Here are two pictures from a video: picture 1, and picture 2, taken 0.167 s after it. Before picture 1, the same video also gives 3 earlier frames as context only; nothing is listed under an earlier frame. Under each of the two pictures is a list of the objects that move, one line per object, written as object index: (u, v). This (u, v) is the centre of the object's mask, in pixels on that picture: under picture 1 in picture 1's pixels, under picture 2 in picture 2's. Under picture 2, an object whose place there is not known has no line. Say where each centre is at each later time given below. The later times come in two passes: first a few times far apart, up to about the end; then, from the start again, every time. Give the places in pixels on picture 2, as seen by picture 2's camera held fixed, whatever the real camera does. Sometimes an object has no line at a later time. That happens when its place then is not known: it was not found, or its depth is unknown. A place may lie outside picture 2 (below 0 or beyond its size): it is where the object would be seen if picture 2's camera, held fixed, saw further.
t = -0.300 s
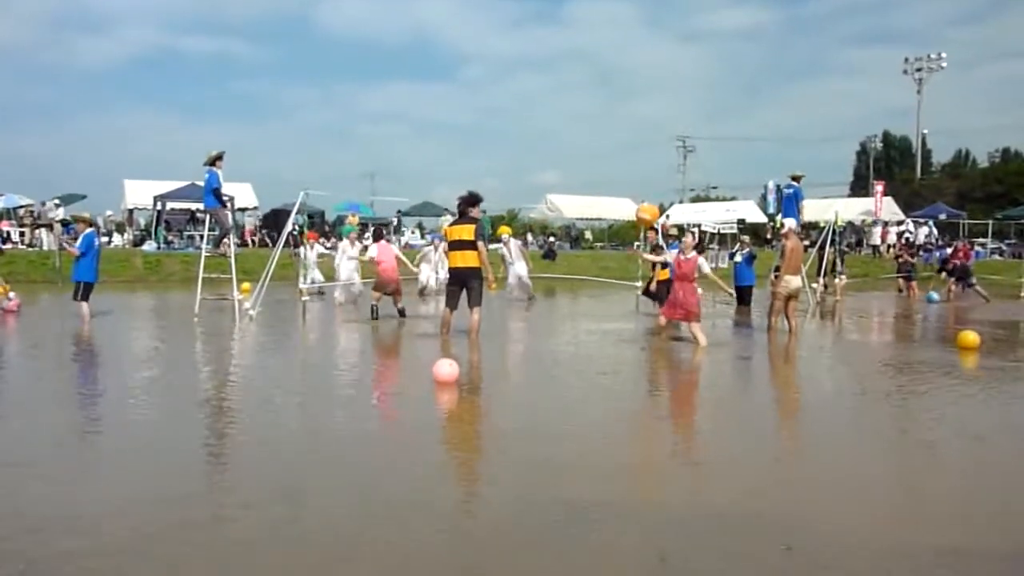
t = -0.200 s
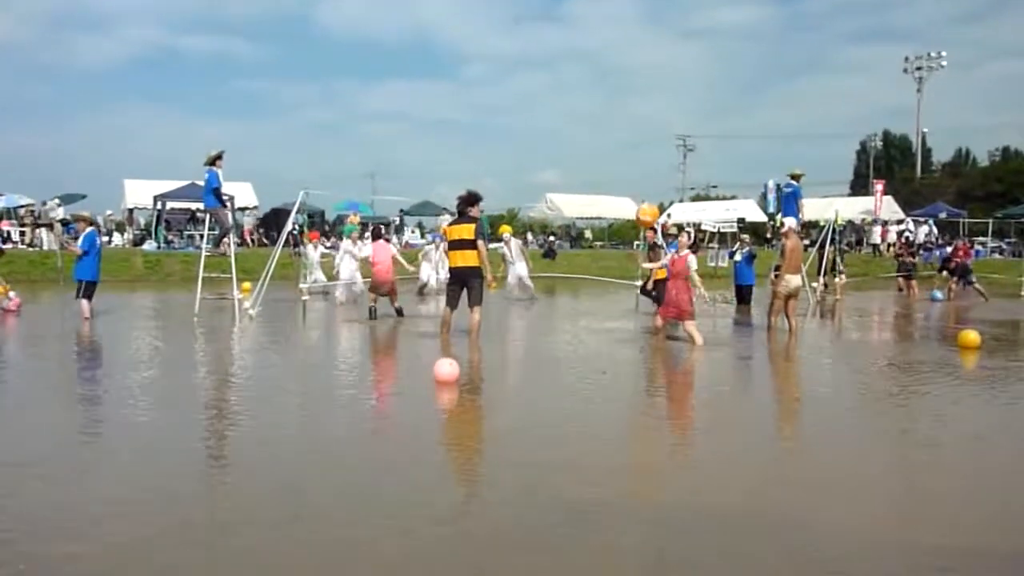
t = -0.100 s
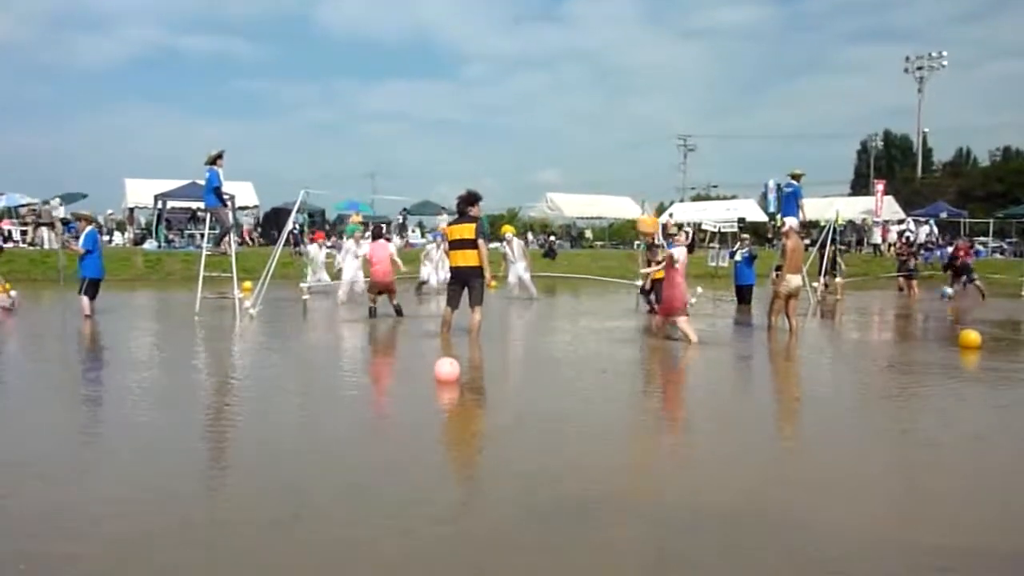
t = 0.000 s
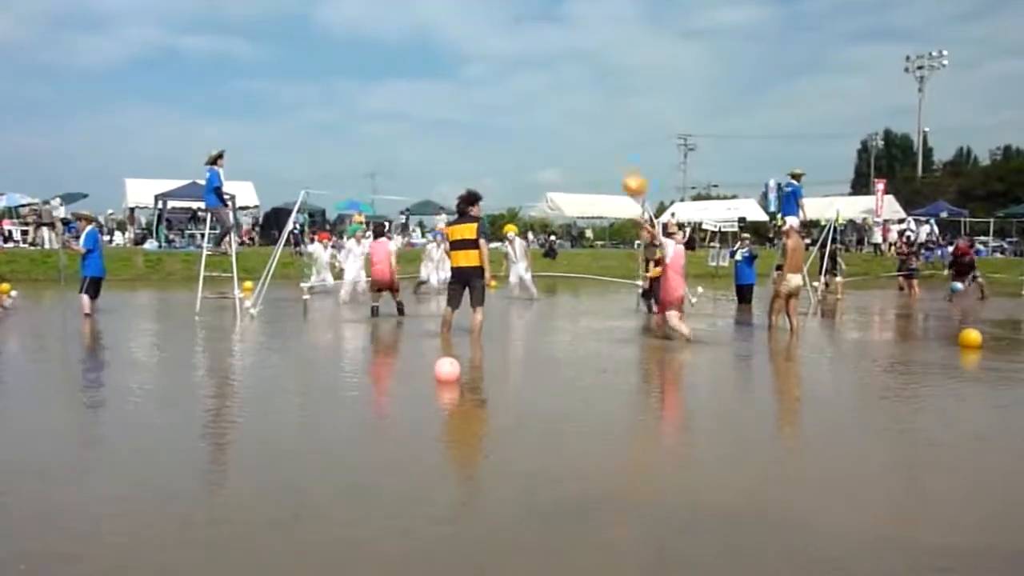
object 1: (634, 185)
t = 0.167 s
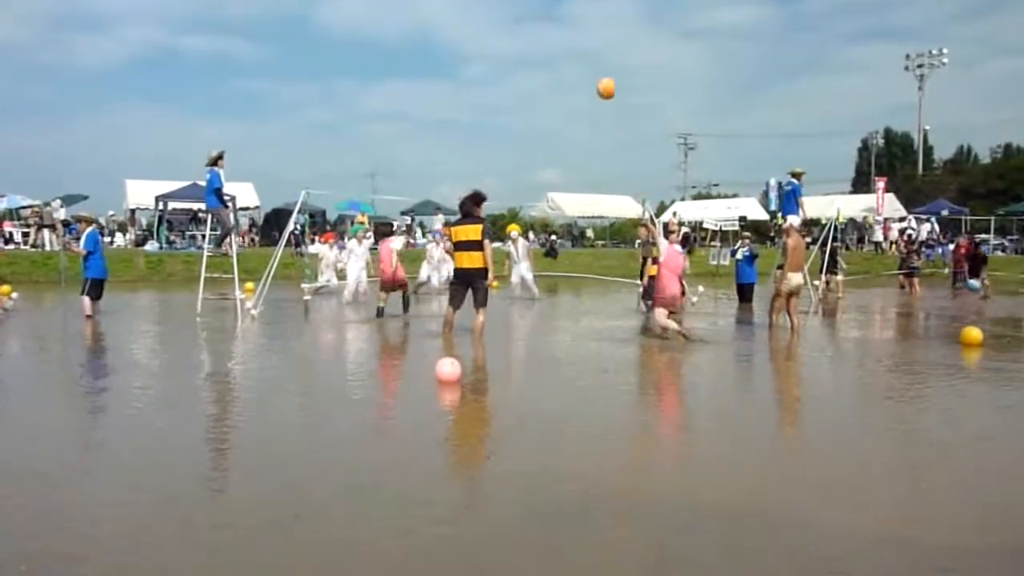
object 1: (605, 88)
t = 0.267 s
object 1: (594, 52)
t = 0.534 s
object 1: (571, 9)
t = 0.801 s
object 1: (557, 18)
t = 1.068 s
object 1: (547, 65)
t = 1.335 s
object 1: (539, 136)
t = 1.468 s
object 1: (538, 178)
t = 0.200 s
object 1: (602, 75)
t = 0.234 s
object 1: (598, 63)
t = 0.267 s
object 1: (594, 52)
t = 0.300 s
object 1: (591, 43)
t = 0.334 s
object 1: (588, 35)
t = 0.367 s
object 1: (585, 28)
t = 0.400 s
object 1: (581, 23)
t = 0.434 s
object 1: (579, 18)
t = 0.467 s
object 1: (576, 14)
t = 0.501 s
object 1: (574, 11)
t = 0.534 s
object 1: (571, 9)
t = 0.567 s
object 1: (570, 9)
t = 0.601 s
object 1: (567, 8)
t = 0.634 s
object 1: (565, 8)
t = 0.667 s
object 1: (564, 10)
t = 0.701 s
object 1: (562, 11)
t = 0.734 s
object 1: (561, 13)
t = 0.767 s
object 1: (559, 16)
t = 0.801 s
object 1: (557, 18)
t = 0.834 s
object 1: (555, 23)
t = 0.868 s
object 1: (555, 27)
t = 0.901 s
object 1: (553, 32)
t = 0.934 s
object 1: (552, 37)
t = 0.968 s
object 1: (552, 42)
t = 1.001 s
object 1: (550, 52)
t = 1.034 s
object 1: (548, 57)
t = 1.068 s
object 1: (547, 65)
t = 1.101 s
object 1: (546, 73)
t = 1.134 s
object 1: (545, 81)
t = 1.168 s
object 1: (544, 90)
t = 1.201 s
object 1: (543, 97)
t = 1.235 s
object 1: (541, 107)
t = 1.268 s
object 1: (541, 116)
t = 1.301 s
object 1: (540, 126)
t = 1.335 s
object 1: (539, 136)
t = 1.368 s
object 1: (539, 147)
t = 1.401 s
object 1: (538, 157)
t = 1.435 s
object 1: (539, 167)
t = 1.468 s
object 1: (538, 178)
